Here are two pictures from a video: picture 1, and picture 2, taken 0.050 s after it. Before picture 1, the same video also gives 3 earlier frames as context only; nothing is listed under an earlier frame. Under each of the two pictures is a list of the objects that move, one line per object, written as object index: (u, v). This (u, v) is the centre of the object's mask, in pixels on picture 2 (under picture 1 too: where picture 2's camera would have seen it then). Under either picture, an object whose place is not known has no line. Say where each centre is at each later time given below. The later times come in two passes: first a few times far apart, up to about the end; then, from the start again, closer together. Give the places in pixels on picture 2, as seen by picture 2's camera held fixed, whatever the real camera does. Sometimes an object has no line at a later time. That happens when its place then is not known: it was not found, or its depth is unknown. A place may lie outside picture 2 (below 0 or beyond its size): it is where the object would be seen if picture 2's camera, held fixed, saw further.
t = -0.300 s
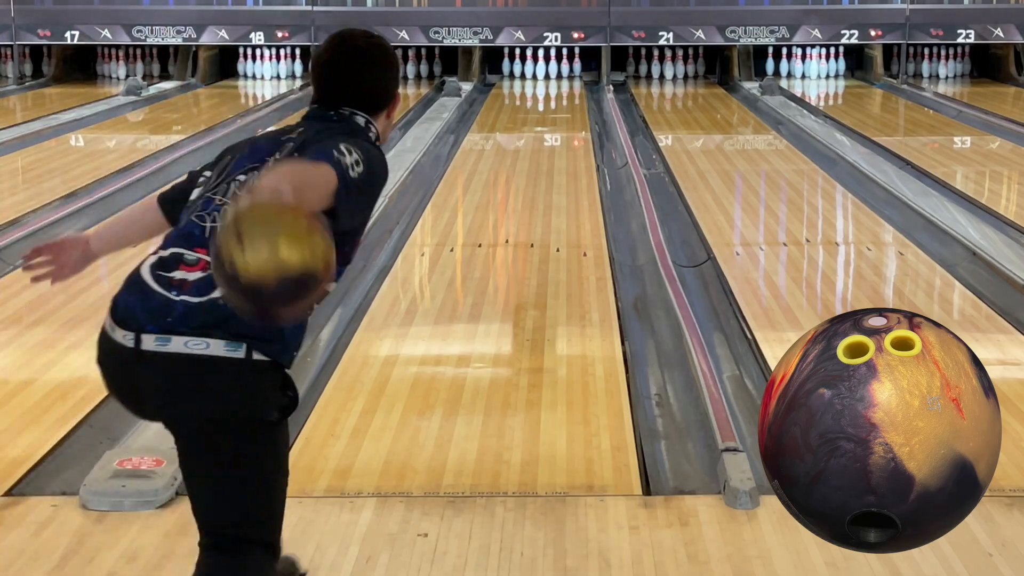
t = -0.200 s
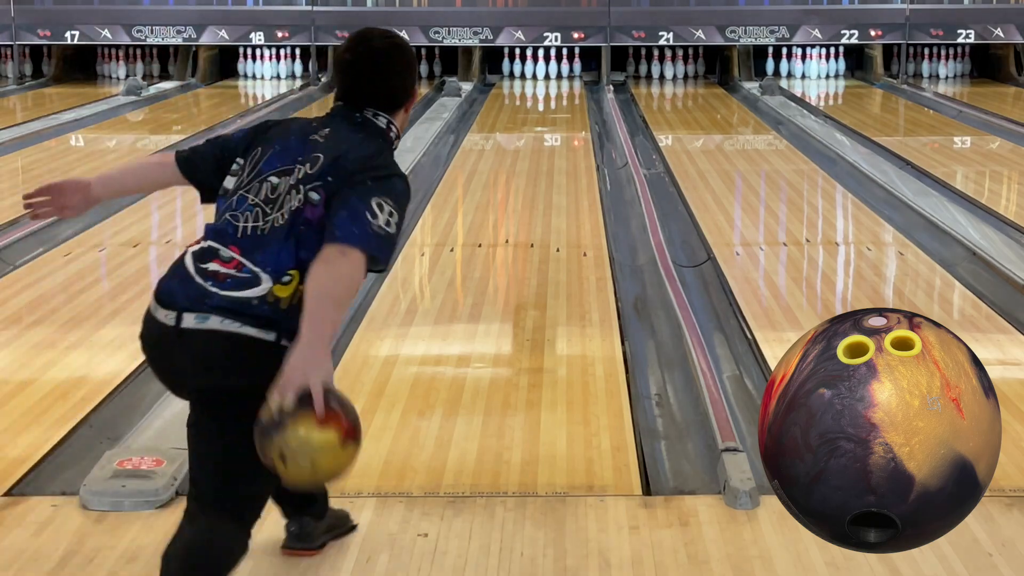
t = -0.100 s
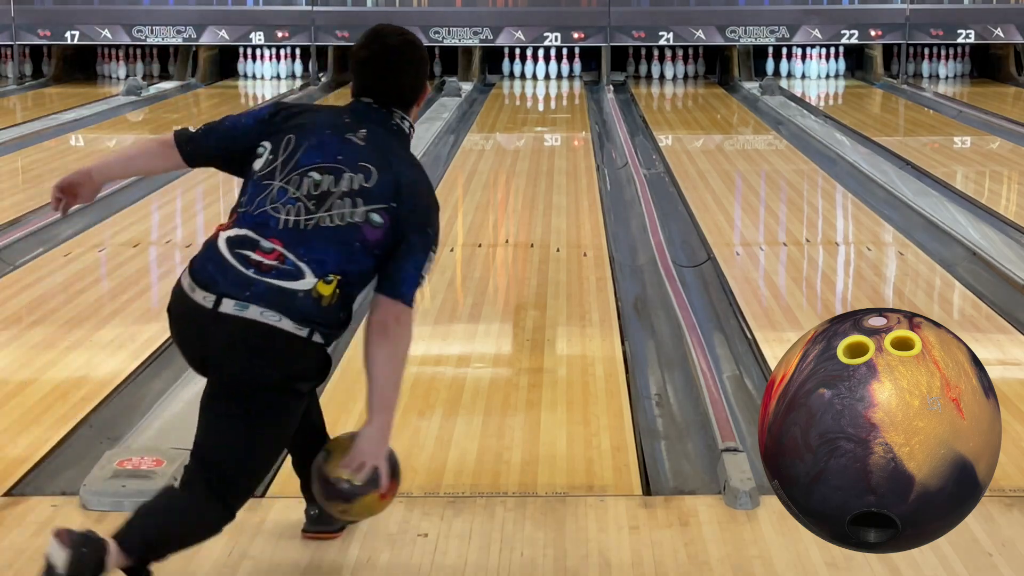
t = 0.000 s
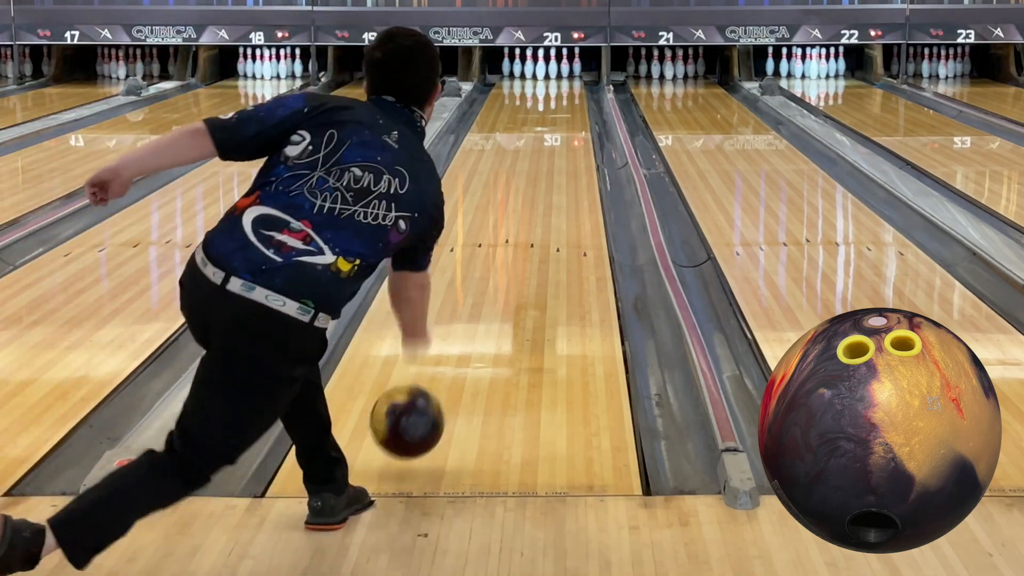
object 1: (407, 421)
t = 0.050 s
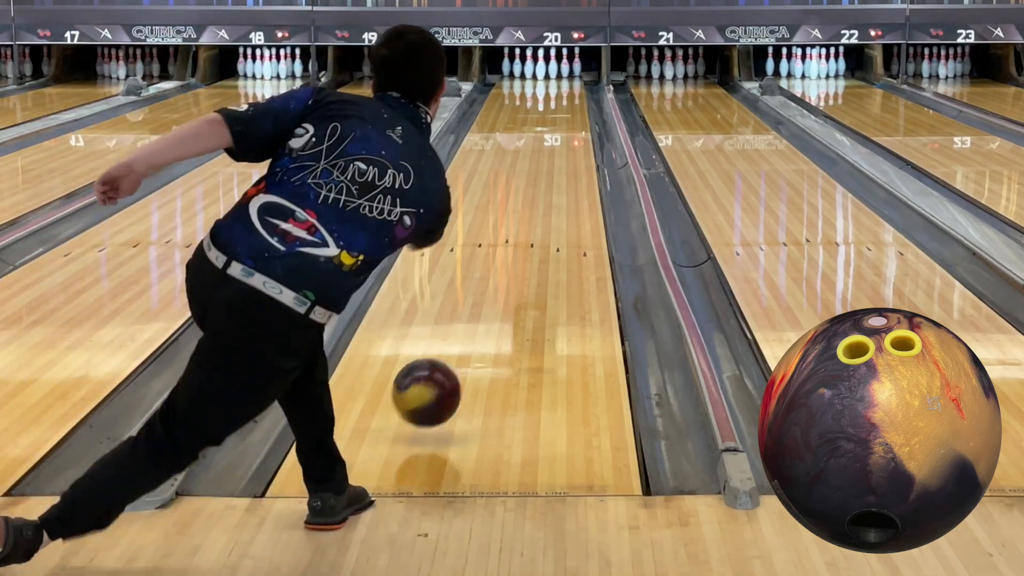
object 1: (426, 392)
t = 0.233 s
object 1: (477, 313)
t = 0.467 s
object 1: (516, 240)
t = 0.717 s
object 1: (541, 191)
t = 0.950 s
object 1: (556, 158)
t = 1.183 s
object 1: (566, 133)
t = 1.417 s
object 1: (569, 115)
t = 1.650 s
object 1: (571, 100)
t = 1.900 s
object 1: (566, 88)
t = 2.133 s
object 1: (557, 79)
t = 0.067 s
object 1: (432, 385)
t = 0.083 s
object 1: (438, 380)
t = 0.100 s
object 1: (443, 375)
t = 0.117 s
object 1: (448, 367)
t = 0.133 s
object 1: (452, 358)
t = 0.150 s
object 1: (457, 350)
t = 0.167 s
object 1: (461, 343)
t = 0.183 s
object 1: (466, 335)
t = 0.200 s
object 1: (470, 327)
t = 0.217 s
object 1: (473, 320)
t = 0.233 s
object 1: (477, 313)
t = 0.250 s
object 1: (481, 306)
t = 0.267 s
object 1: (484, 300)
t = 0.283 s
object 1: (487, 294)
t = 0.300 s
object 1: (490, 288)
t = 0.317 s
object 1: (493, 283)
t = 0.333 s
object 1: (496, 277)
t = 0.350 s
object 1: (499, 272)
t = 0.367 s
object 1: (502, 267)
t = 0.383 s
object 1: (504, 262)
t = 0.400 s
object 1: (507, 258)
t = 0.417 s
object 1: (509, 253)
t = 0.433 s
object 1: (511, 249)
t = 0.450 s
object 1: (514, 244)
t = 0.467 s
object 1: (516, 240)
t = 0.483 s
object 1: (518, 237)
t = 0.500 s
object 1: (519, 240)
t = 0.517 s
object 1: (518, 248)
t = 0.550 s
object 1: (529, 220)
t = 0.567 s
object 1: (528, 218)
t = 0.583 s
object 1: (529, 215)
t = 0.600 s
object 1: (531, 212)
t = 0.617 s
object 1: (532, 208)
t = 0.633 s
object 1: (534, 205)
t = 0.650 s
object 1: (536, 202)
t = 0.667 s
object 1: (537, 199)
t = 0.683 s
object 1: (539, 196)
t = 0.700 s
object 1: (540, 193)
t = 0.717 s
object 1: (541, 191)
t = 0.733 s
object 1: (543, 188)
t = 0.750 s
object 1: (544, 185)
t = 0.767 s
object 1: (545, 183)
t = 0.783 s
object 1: (546, 180)
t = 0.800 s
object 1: (547, 177)
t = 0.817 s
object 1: (549, 175)
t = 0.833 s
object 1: (550, 173)
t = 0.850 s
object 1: (551, 170)
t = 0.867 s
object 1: (552, 168)
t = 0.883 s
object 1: (553, 166)
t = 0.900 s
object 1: (554, 164)
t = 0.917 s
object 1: (555, 161)
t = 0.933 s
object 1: (555, 160)
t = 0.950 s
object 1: (556, 158)
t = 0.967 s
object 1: (557, 155)
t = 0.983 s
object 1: (558, 153)
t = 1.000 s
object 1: (559, 152)
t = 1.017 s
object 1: (560, 150)
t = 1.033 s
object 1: (560, 148)
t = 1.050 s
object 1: (561, 146)
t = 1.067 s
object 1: (562, 144)
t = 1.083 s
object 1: (562, 143)
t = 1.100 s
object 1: (562, 141)
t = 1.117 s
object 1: (563, 140)
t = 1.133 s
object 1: (564, 138)
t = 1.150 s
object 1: (564, 136)
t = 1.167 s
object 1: (565, 135)
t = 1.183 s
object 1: (566, 133)
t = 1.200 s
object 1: (566, 132)
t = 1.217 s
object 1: (567, 130)
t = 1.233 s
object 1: (567, 129)
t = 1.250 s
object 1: (566, 128)
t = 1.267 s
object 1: (567, 126)
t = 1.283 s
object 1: (568, 125)
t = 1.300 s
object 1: (568, 123)
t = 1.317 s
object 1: (569, 122)
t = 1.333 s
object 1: (569, 121)
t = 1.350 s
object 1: (570, 120)
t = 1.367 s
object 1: (570, 118)
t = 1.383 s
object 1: (569, 117)
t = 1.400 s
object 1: (570, 116)
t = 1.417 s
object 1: (569, 115)
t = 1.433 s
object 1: (570, 114)
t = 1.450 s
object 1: (570, 112)
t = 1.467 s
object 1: (571, 111)
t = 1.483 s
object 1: (571, 110)
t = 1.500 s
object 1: (571, 109)
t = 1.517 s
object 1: (572, 108)
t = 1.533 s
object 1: (571, 107)
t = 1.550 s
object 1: (571, 106)
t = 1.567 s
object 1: (571, 105)
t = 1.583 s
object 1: (571, 104)
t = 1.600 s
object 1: (571, 103)
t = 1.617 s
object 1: (571, 102)
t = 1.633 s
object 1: (571, 101)
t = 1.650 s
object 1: (571, 100)
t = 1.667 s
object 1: (571, 99)
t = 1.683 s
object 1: (571, 98)
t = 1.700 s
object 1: (570, 98)
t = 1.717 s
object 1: (570, 97)
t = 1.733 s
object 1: (570, 96)
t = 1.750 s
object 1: (569, 95)
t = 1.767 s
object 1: (569, 95)
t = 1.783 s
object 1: (569, 93)
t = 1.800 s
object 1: (569, 92)
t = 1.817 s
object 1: (569, 92)
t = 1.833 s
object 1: (568, 91)
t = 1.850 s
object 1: (568, 90)
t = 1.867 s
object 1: (567, 90)
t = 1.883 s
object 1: (566, 89)
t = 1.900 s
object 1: (566, 88)
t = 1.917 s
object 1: (565, 88)
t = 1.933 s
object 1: (565, 87)
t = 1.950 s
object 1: (565, 86)
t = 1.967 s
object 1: (564, 86)
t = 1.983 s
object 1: (563, 84)
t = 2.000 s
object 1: (562, 84)
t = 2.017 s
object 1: (562, 83)
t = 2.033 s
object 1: (561, 83)
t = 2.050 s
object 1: (560, 82)
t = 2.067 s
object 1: (560, 81)
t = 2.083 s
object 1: (559, 81)
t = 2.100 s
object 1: (558, 80)
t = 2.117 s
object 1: (558, 79)
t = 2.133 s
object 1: (557, 79)
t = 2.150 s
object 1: (556, 78)
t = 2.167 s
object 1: (556, 78)
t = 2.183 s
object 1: (554, 78)
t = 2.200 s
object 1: (554, 77)
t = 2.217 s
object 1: (552, 77)
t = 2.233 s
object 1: (552, 76)
